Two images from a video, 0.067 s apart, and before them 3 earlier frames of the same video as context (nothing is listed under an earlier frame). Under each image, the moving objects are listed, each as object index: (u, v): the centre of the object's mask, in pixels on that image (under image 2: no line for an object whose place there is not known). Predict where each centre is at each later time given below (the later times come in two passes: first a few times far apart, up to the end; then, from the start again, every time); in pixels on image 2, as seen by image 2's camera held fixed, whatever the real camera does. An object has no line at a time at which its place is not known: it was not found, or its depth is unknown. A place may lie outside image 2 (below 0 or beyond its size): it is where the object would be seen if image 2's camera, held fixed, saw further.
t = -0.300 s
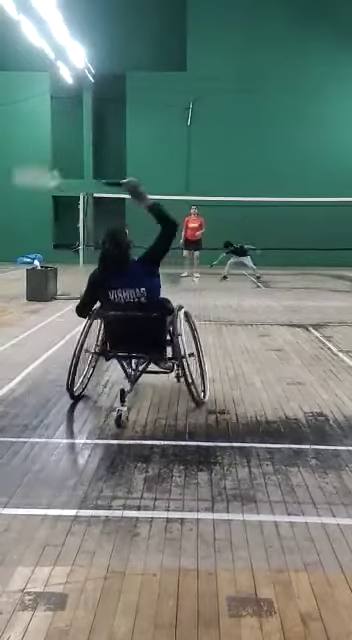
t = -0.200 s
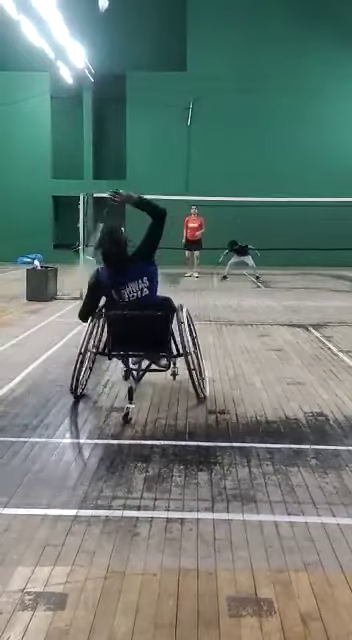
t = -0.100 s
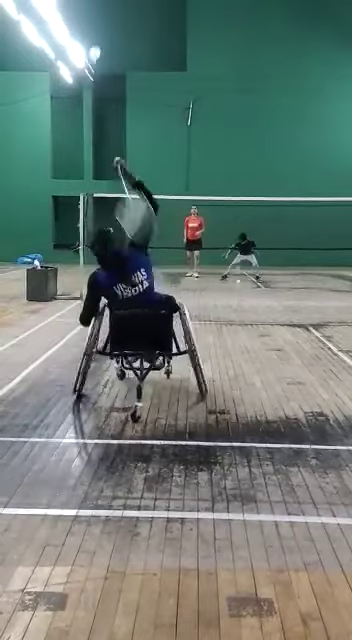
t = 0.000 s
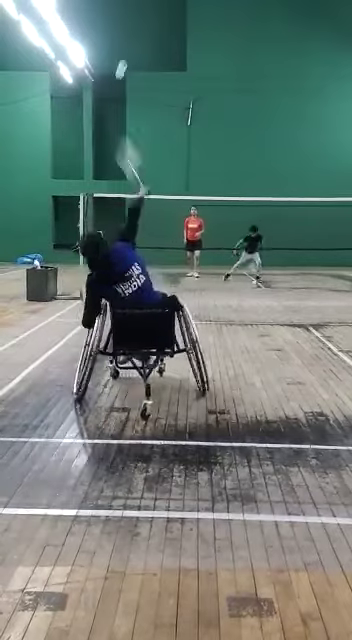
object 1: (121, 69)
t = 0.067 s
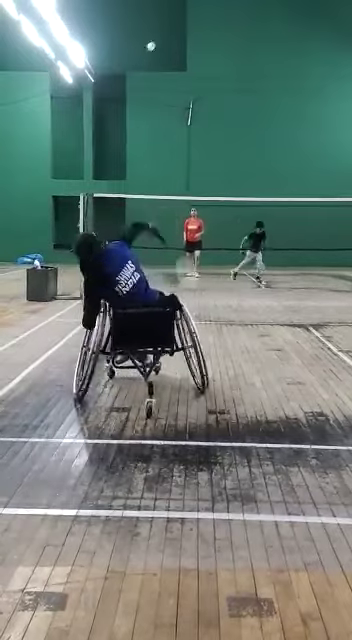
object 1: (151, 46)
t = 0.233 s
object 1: (182, 35)
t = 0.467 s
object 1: (198, 54)
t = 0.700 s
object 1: (206, 89)
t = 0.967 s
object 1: (214, 141)
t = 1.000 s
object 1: (214, 148)
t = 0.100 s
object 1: (160, 41)
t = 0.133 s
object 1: (168, 37)
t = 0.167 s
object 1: (173, 35)
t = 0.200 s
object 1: (178, 35)
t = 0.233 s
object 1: (182, 35)
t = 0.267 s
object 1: (185, 36)
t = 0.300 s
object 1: (188, 39)
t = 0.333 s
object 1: (191, 41)
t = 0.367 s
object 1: (192, 43)
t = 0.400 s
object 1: (195, 47)
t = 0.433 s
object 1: (196, 51)
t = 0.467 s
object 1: (198, 54)
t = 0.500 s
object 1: (199, 58)
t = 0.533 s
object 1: (200, 63)
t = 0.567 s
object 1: (202, 67)
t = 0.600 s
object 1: (203, 72)
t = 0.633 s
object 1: (204, 77)
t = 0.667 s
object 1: (205, 83)
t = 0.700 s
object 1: (206, 89)
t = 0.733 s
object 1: (207, 95)
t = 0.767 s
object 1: (208, 100)
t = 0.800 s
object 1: (209, 107)
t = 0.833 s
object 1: (210, 114)
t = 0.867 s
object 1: (211, 120)
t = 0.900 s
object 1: (212, 127)
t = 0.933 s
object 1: (213, 134)
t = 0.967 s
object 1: (214, 141)
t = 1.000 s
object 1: (214, 148)
